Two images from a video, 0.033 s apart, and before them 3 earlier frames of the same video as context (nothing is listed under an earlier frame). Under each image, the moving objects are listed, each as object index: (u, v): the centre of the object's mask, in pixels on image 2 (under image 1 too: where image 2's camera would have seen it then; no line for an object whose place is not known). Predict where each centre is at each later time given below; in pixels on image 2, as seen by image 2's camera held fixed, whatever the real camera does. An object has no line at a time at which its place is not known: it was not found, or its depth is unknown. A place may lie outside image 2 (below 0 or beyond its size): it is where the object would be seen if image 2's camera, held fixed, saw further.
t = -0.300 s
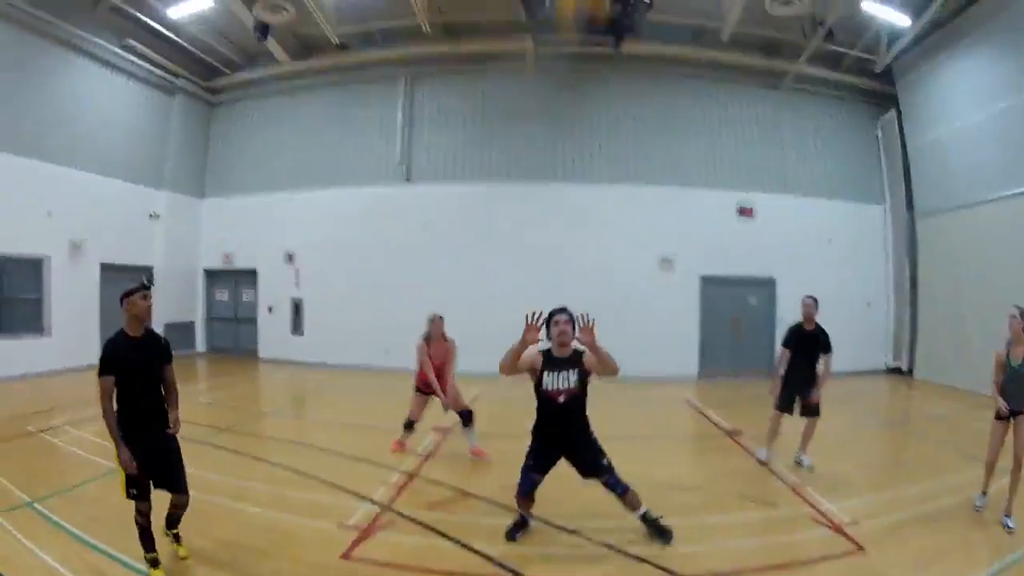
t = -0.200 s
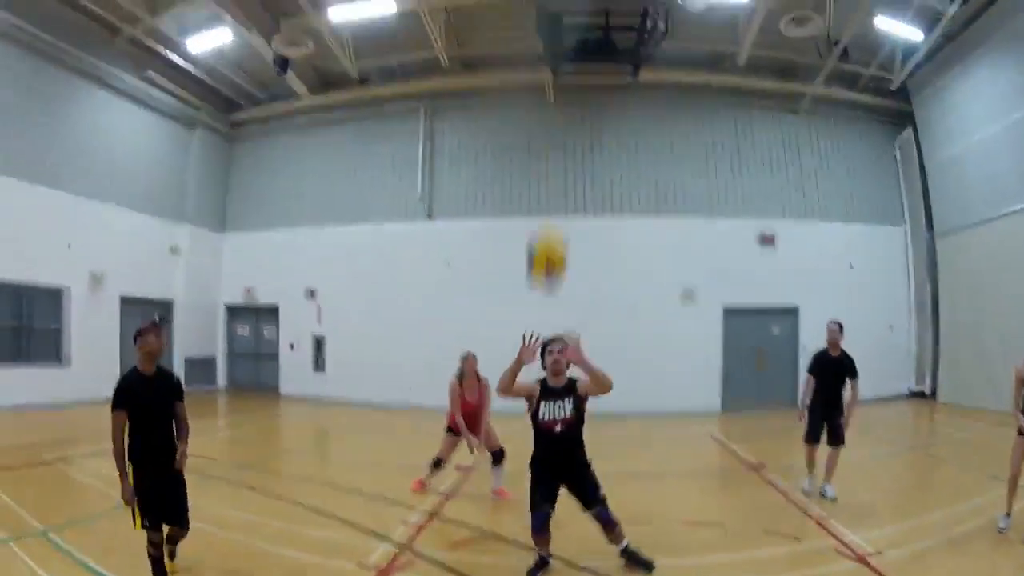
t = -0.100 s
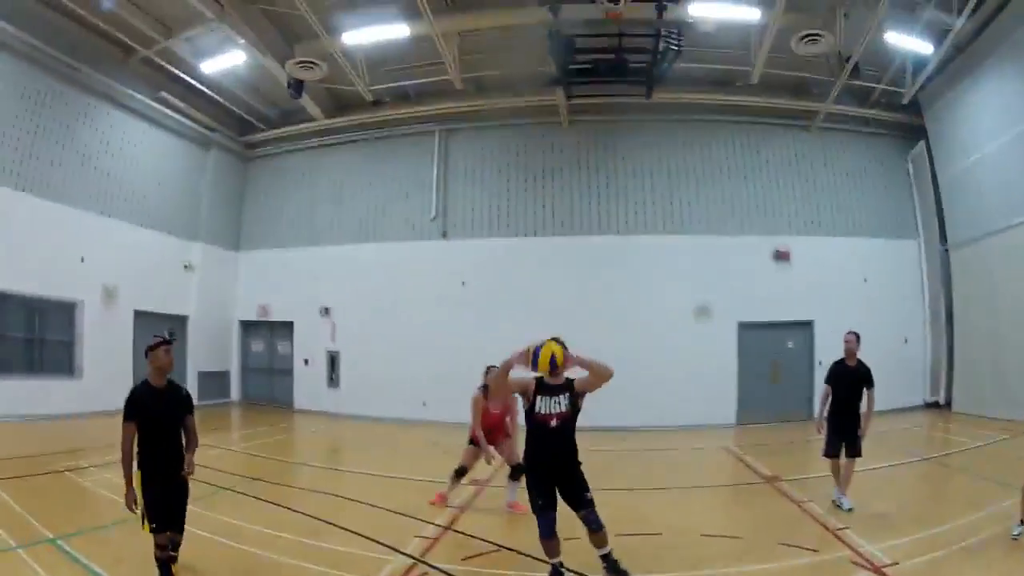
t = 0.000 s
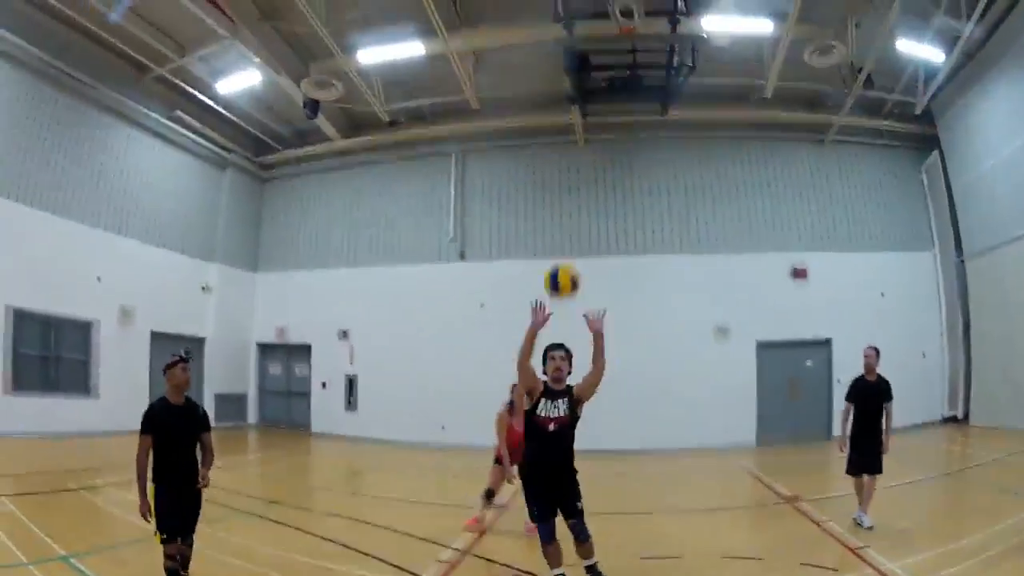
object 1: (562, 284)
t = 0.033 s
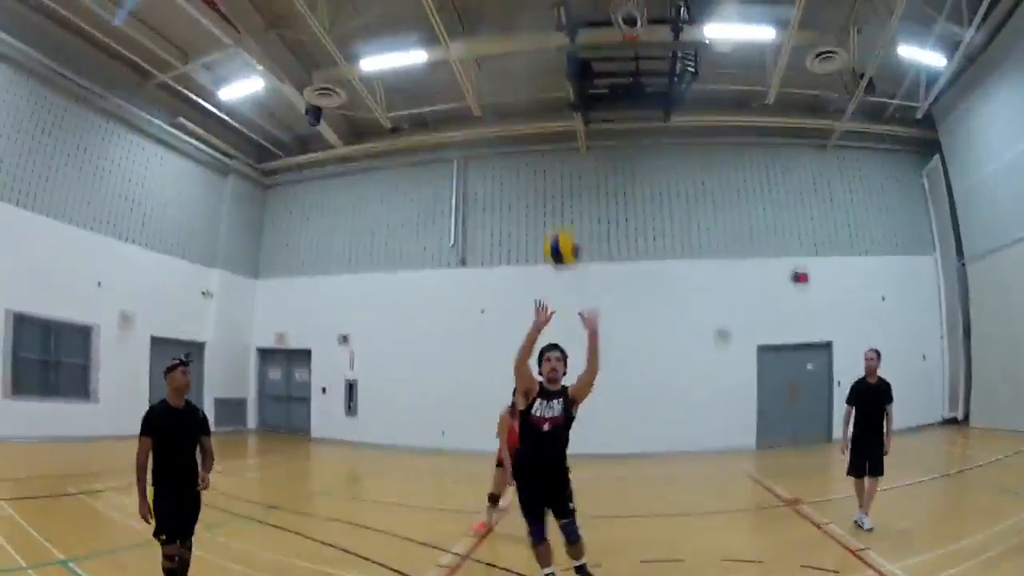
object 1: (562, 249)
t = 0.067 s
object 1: (559, 215)
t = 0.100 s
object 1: (559, 185)
